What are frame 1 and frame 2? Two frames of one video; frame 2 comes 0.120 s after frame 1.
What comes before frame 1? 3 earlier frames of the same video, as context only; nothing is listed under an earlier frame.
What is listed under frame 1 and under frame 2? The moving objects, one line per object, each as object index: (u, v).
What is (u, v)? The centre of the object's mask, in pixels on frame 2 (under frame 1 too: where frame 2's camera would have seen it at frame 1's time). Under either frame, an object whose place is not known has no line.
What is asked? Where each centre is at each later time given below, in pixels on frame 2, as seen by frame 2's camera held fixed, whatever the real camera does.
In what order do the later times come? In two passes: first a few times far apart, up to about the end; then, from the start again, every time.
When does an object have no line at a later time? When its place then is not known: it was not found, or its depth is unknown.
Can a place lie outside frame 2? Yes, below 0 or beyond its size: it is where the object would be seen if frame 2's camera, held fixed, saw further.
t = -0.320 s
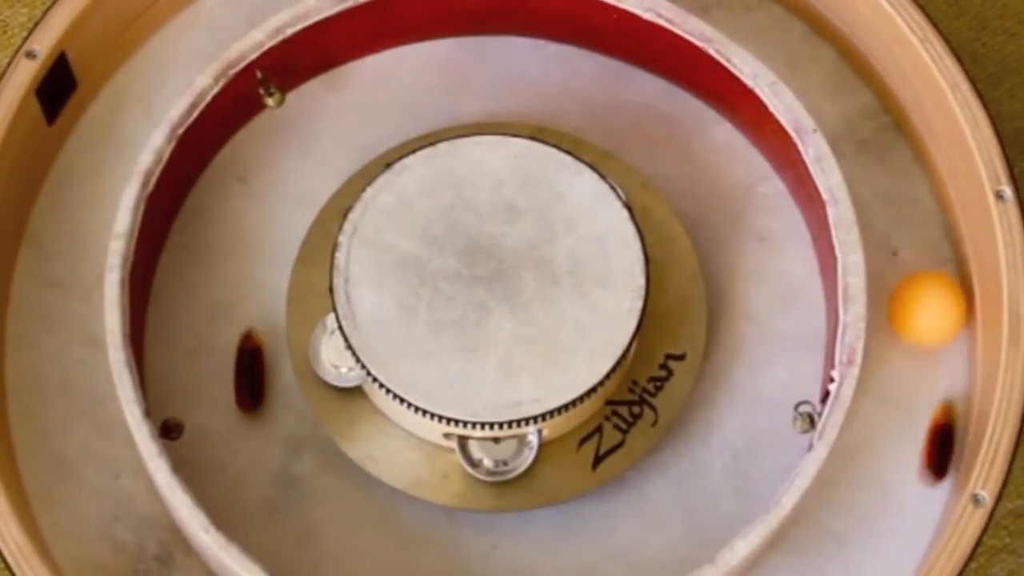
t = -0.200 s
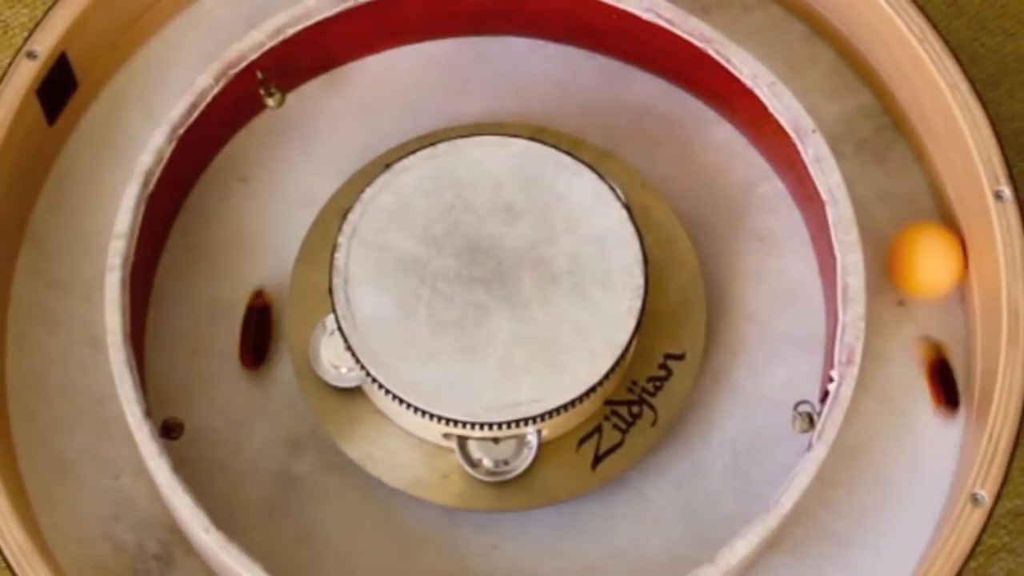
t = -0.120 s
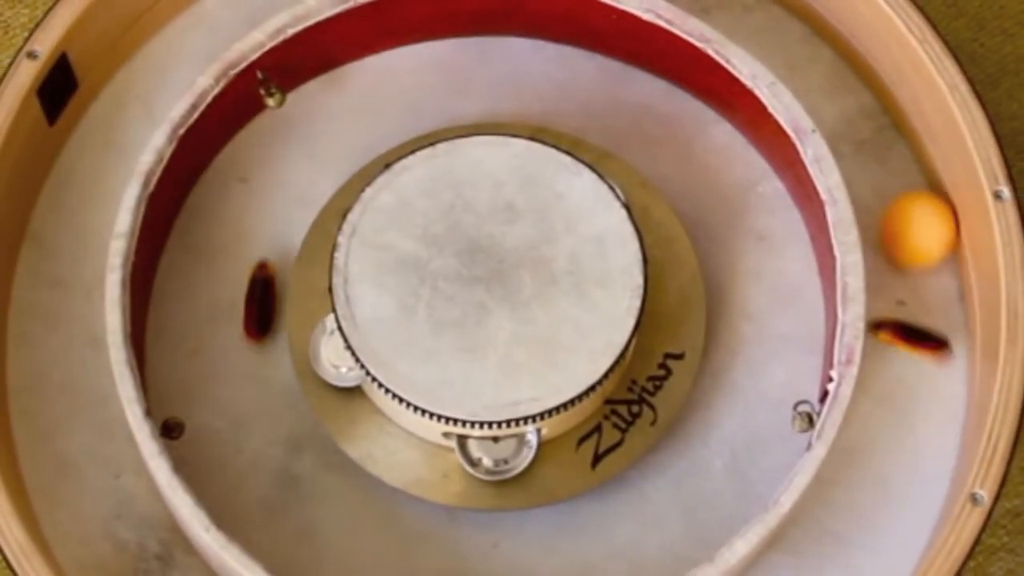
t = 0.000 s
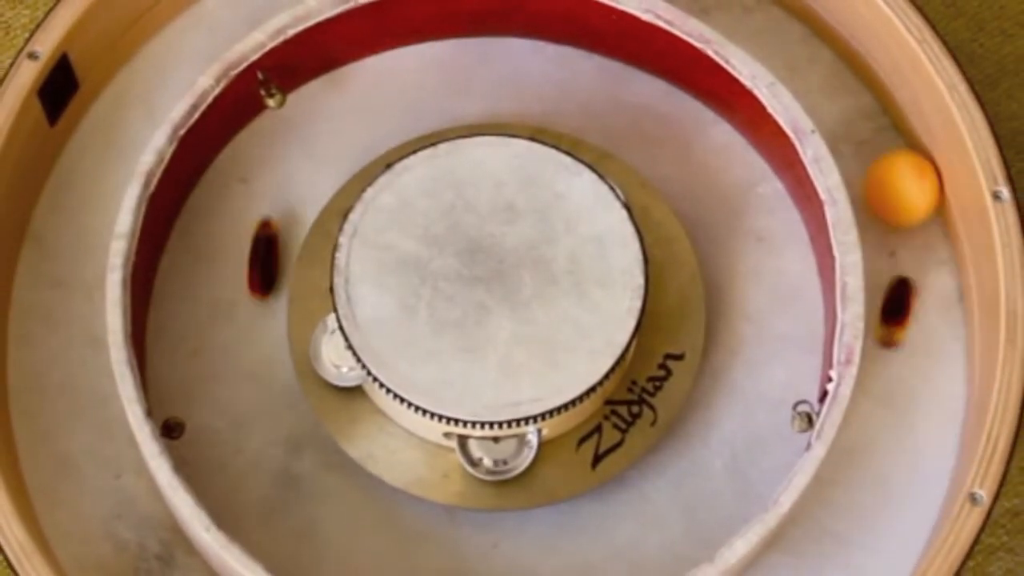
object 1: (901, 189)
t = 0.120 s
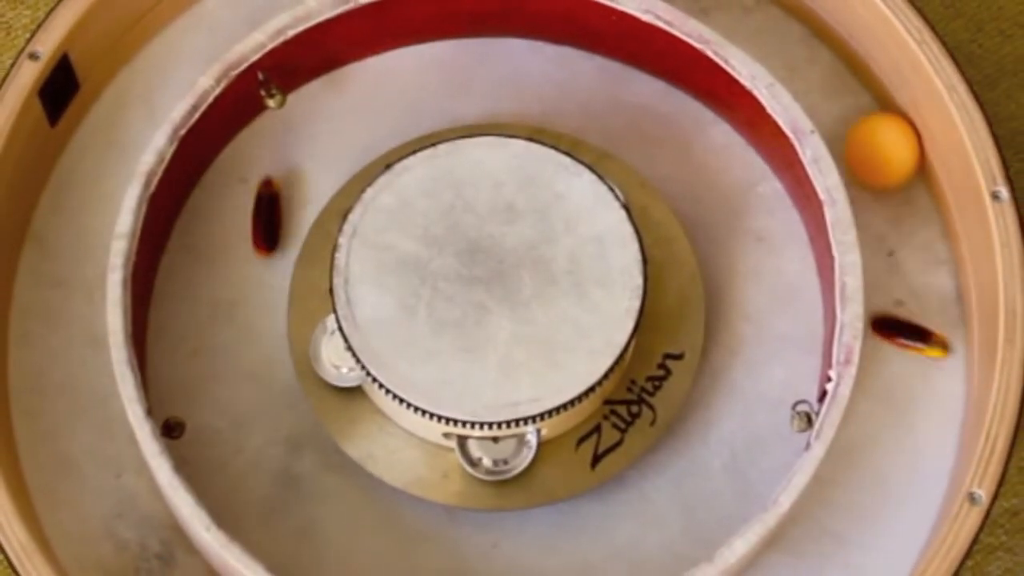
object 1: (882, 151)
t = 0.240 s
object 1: (862, 118)
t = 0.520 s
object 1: (812, 58)
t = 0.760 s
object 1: (765, 24)
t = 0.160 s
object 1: (875, 139)
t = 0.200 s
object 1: (868, 128)
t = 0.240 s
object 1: (862, 118)
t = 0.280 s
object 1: (854, 107)
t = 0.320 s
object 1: (848, 99)
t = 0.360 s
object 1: (840, 90)
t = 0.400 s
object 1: (833, 81)
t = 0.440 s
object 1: (826, 73)
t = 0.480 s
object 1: (819, 65)
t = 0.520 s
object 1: (812, 58)
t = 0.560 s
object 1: (805, 51)
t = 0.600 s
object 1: (797, 45)
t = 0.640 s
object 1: (789, 37)
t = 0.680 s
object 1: (781, 32)
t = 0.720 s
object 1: (774, 27)
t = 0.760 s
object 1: (765, 24)
